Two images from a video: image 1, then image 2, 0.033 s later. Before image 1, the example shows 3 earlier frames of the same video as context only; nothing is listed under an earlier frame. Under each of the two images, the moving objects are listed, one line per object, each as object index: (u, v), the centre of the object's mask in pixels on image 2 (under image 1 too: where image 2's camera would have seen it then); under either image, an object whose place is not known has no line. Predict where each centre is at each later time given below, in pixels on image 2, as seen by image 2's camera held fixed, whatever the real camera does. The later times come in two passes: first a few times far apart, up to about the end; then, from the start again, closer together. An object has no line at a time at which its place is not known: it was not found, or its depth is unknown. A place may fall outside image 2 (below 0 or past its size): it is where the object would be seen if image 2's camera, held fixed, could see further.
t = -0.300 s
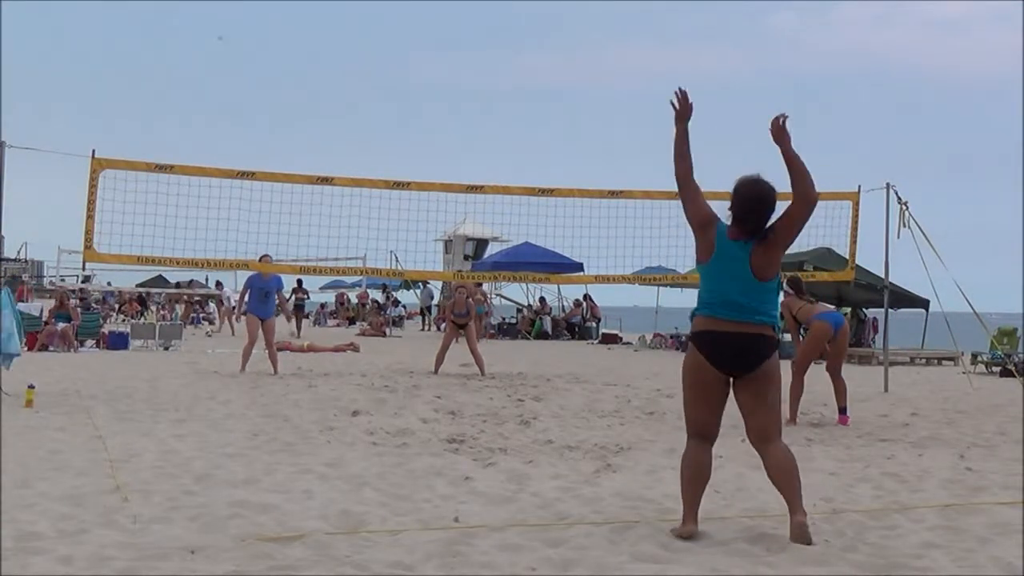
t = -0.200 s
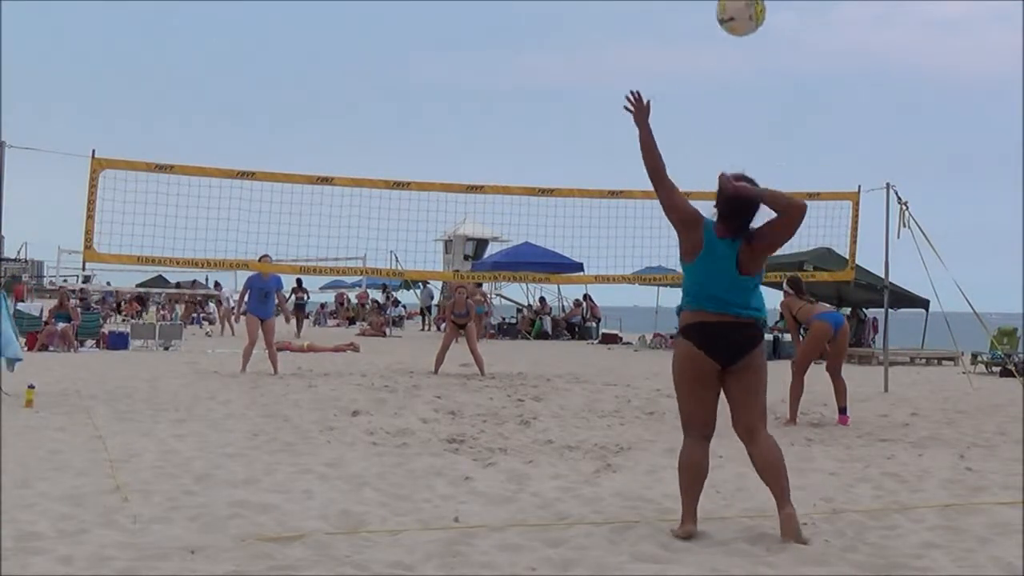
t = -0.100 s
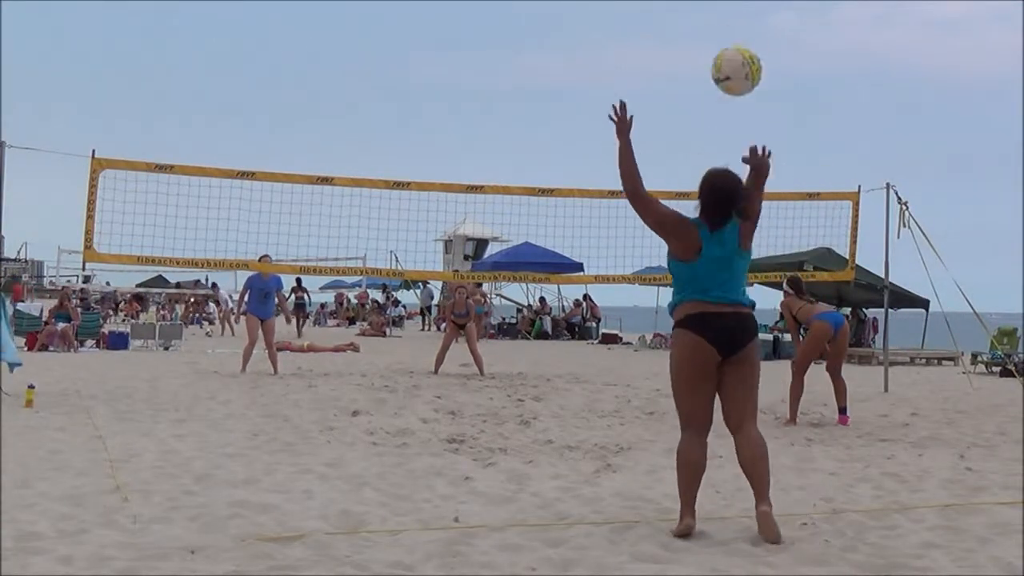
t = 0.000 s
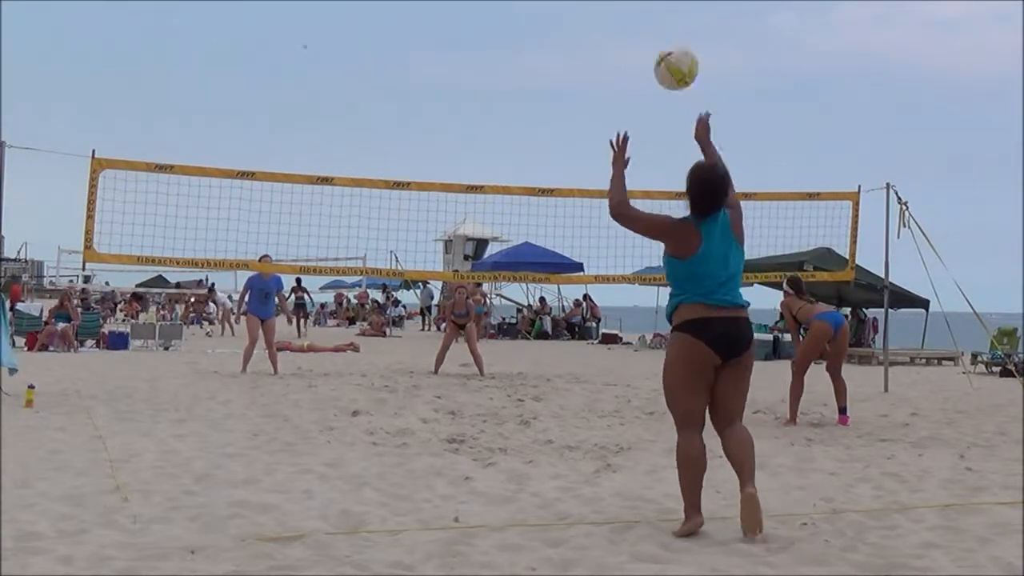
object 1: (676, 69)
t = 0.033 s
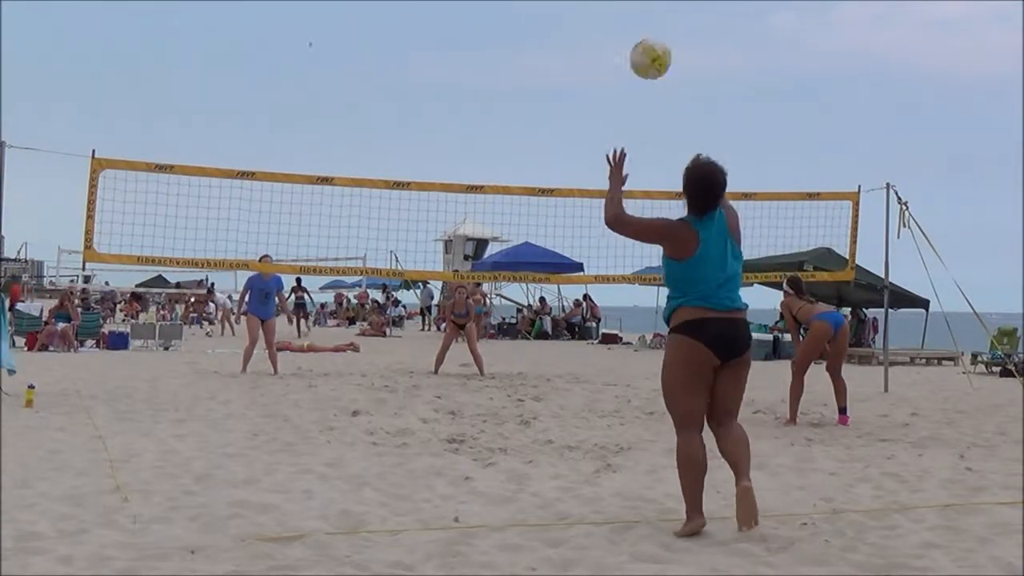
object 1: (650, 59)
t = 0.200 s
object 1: (556, 49)
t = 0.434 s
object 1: (479, 96)
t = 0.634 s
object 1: (438, 164)
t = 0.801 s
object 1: (415, 232)
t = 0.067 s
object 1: (627, 53)
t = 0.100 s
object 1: (607, 48)
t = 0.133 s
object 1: (589, 47)
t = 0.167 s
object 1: (572, 47)
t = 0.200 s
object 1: (556, 49)
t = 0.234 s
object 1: (543, 52)
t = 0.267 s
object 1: (530, 57)
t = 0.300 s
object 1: (518, 63)
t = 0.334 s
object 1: (507, 70)
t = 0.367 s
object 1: (497, 78)
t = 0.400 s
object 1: (488, 87)
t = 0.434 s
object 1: (479, 96)
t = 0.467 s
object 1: (471, 106)
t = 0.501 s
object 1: (463, 116)
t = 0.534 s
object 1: (456, 127)
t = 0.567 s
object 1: (449, 139)
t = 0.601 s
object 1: (444, 151)
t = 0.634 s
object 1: (438, 164)
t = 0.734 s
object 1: (424, 204)
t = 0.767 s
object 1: (419, 217)
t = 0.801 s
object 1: (415, 232)
